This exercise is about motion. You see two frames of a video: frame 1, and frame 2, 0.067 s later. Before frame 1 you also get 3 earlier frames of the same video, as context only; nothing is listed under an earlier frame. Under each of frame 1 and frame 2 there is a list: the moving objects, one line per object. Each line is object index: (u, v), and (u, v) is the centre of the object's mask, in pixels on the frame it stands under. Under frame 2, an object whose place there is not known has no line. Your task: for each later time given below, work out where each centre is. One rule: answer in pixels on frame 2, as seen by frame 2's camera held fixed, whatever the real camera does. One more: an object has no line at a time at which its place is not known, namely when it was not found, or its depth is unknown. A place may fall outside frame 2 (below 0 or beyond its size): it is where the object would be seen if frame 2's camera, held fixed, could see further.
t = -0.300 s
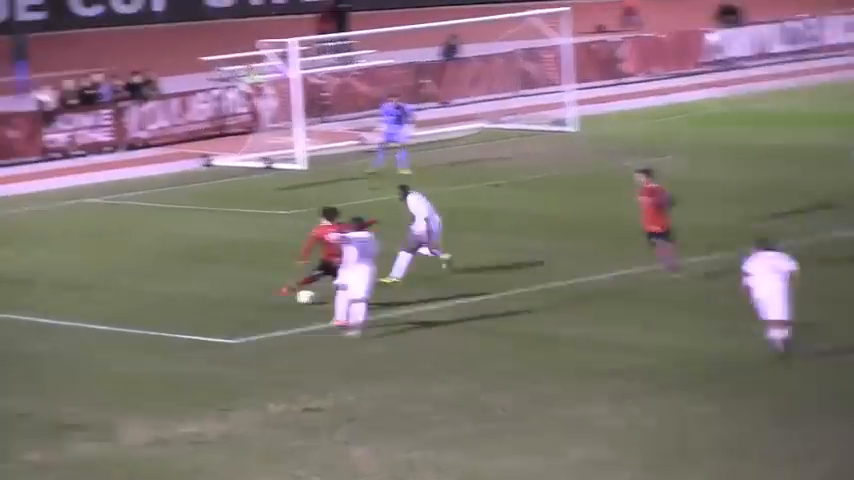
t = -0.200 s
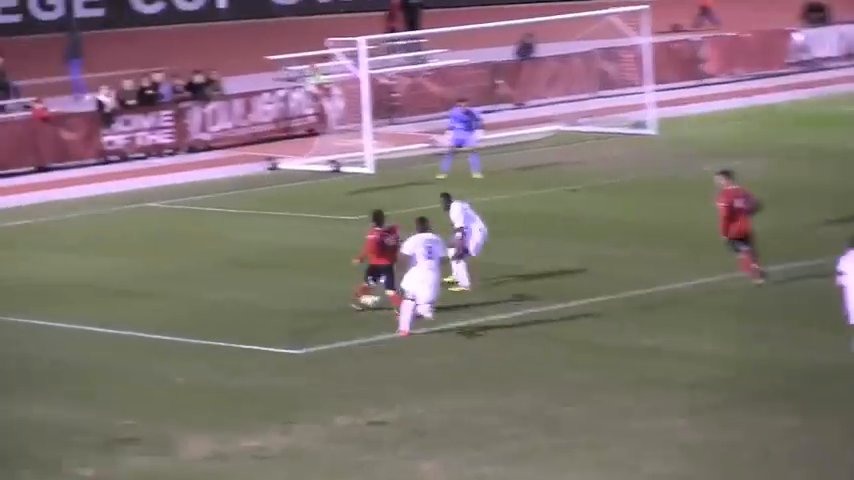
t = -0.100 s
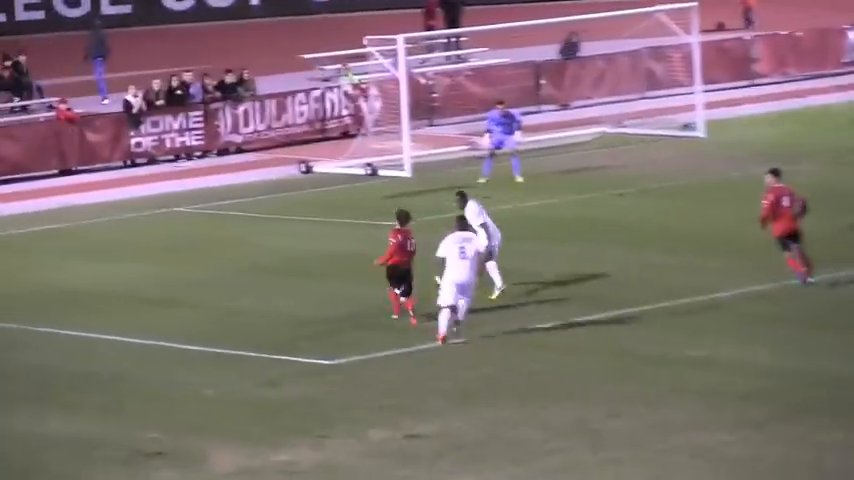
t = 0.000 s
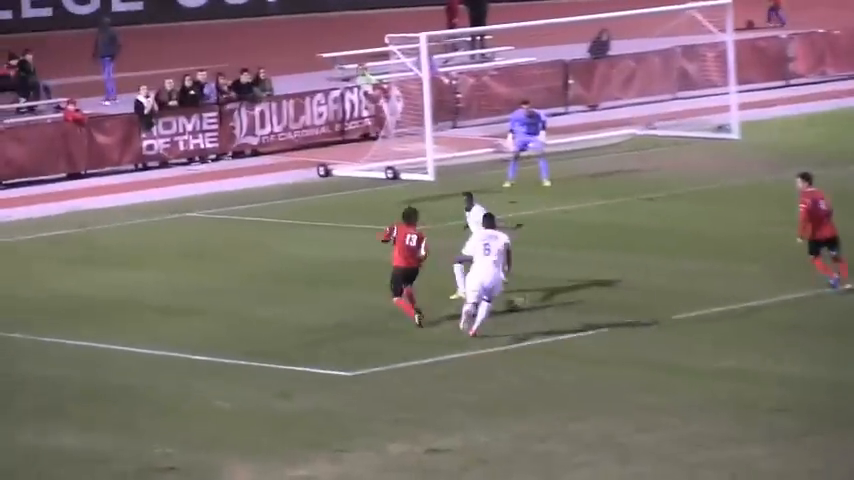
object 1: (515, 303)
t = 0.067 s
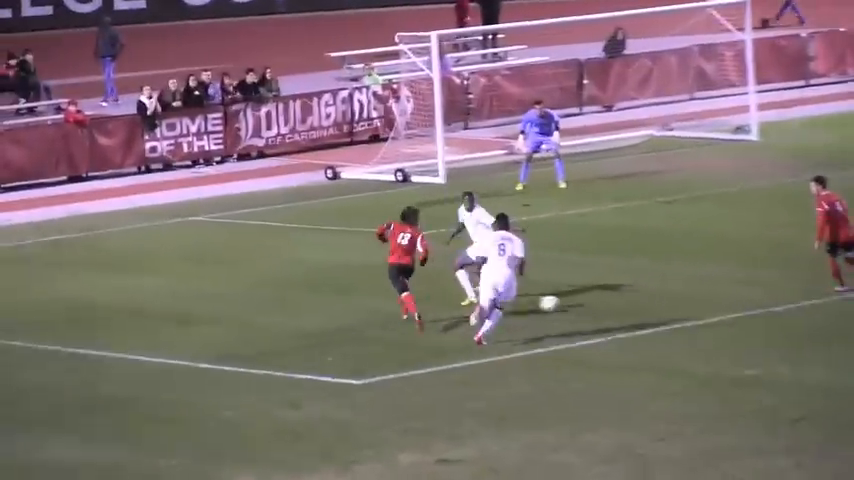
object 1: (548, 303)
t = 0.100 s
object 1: (561, 301)
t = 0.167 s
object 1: (584, 297)
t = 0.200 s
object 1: (594, 296)
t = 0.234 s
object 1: (603, 294)
